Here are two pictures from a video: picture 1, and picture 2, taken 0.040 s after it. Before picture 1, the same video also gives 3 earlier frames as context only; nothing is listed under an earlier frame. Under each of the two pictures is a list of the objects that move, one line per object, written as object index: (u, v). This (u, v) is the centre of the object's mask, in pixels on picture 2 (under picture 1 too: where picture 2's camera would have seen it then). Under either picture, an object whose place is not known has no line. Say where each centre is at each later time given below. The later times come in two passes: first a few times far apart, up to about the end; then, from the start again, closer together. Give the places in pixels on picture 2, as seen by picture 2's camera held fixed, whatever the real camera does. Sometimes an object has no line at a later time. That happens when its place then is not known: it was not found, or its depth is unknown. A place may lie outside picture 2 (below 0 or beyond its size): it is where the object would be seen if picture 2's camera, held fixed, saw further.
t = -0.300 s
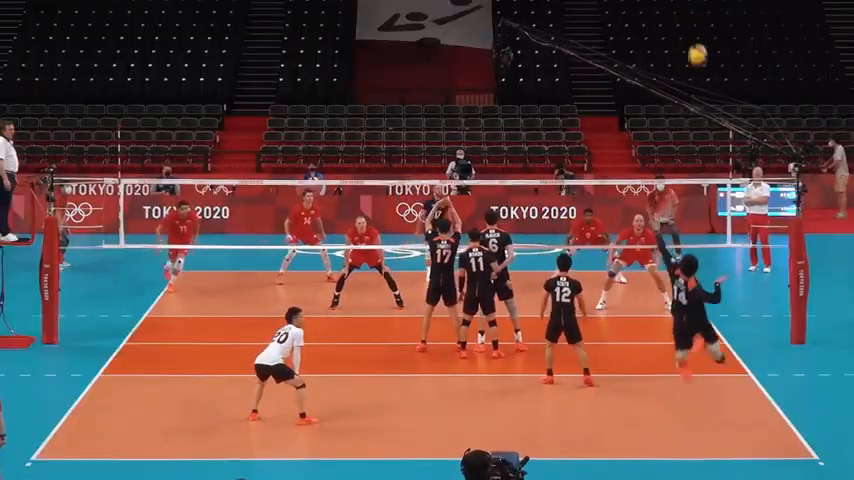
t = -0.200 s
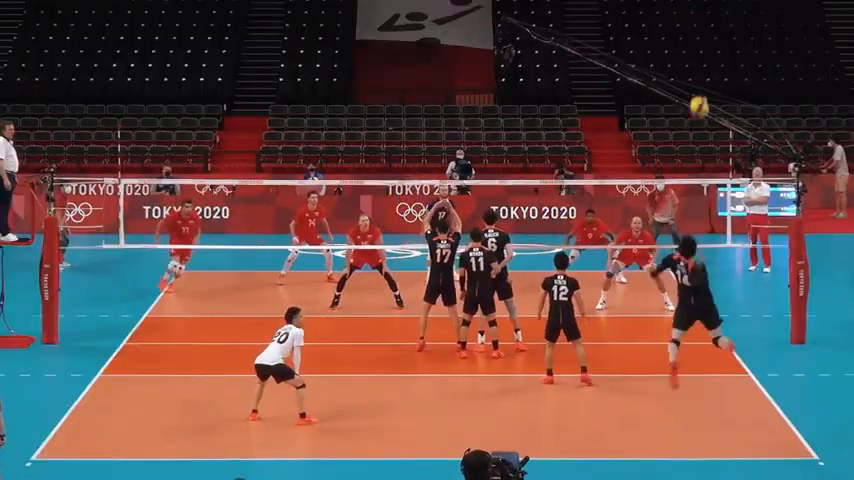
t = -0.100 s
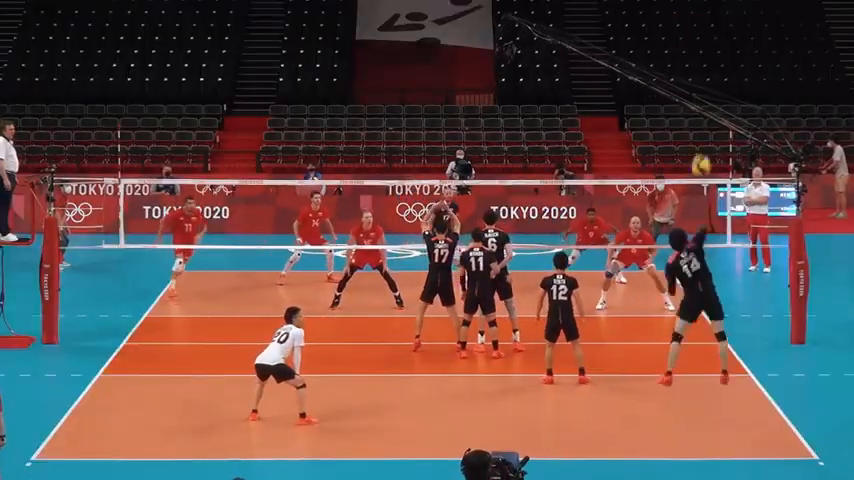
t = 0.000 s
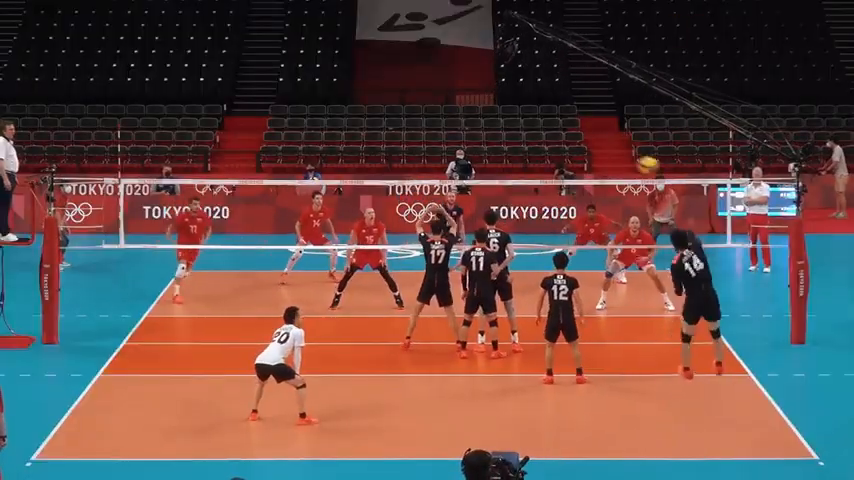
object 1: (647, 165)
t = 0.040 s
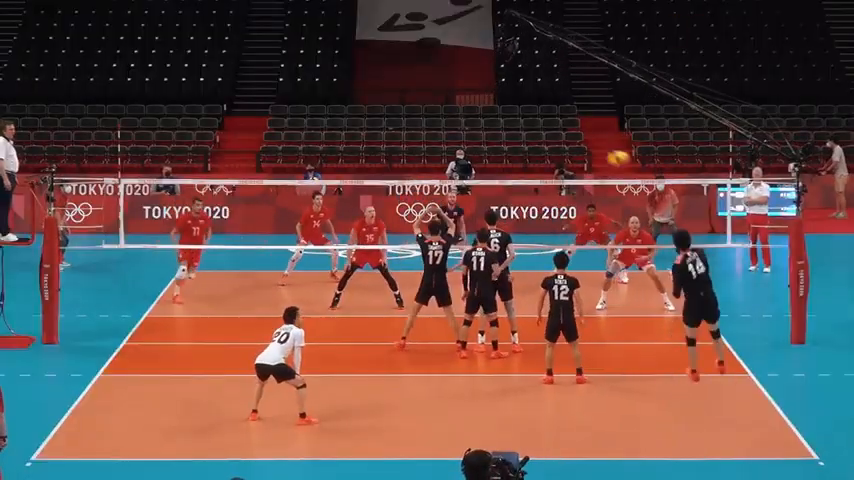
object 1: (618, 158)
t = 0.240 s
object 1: (495, 167)
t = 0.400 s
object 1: (417, 208)
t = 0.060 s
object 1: (604, 156)
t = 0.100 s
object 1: (577, 155)
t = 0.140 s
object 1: (552, 155)
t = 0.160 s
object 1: (539, 156)
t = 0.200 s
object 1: (516, 161)
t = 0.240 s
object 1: (495, 167)
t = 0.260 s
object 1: (484, 171)
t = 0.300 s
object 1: (466, 177)
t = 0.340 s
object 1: (444, 189)
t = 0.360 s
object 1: (435, 196)
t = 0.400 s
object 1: (417, 208)
